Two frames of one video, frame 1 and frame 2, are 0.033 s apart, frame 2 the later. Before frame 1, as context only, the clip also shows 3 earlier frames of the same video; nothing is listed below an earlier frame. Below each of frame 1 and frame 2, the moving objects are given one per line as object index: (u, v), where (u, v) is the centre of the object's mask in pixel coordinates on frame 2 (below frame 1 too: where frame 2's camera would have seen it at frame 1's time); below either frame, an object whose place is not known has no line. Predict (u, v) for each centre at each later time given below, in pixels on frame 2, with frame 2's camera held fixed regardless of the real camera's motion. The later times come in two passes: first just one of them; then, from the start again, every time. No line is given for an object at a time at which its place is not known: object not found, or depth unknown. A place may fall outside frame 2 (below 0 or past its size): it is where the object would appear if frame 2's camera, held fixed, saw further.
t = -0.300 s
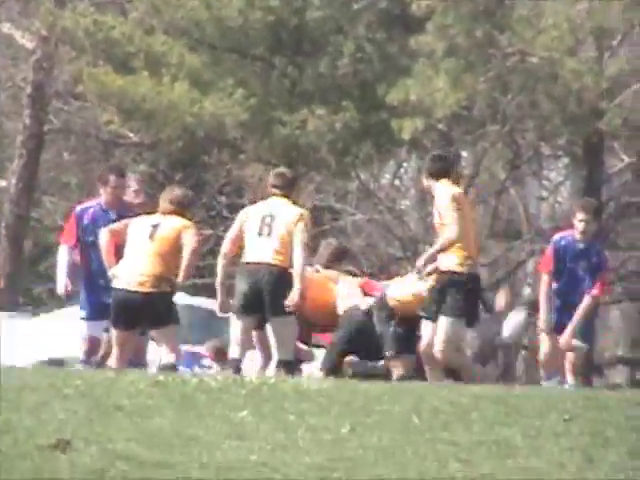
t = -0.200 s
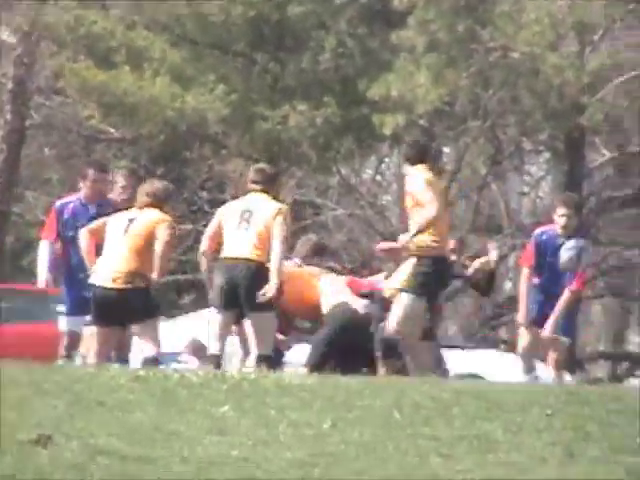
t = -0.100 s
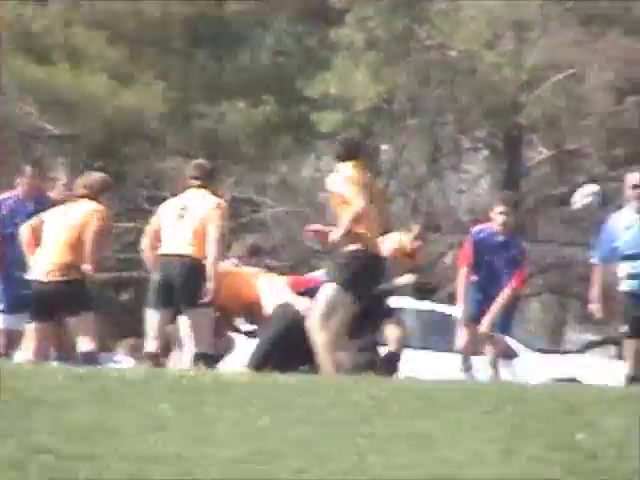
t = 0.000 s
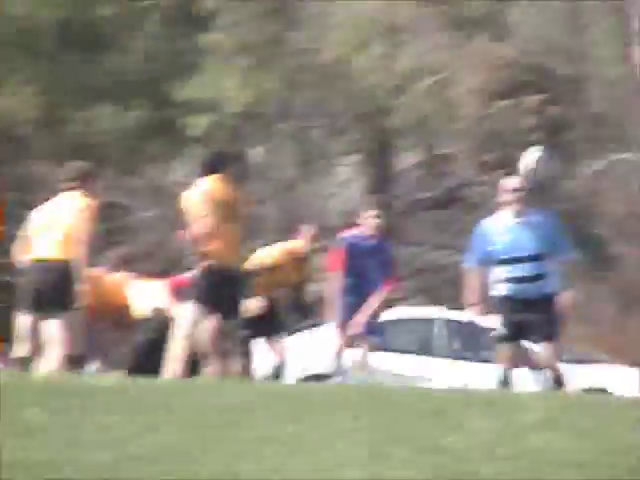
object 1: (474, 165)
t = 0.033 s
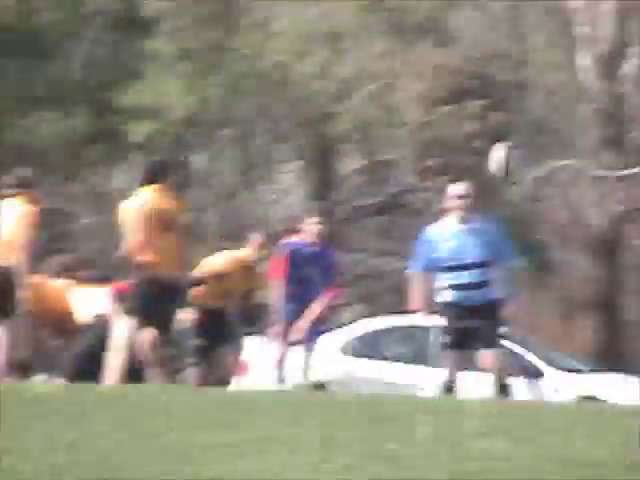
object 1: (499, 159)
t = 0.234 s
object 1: (659, 128)
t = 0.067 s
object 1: (530, 151)
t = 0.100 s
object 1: (554, 144)
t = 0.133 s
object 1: (581, 138)
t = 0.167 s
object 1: (608, 134)
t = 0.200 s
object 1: (630, 127)
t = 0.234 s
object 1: (659, 128)
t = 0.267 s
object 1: (687, 129)
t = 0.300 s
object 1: (714, 130)
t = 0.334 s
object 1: (746, 136)
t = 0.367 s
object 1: (769, 141)
